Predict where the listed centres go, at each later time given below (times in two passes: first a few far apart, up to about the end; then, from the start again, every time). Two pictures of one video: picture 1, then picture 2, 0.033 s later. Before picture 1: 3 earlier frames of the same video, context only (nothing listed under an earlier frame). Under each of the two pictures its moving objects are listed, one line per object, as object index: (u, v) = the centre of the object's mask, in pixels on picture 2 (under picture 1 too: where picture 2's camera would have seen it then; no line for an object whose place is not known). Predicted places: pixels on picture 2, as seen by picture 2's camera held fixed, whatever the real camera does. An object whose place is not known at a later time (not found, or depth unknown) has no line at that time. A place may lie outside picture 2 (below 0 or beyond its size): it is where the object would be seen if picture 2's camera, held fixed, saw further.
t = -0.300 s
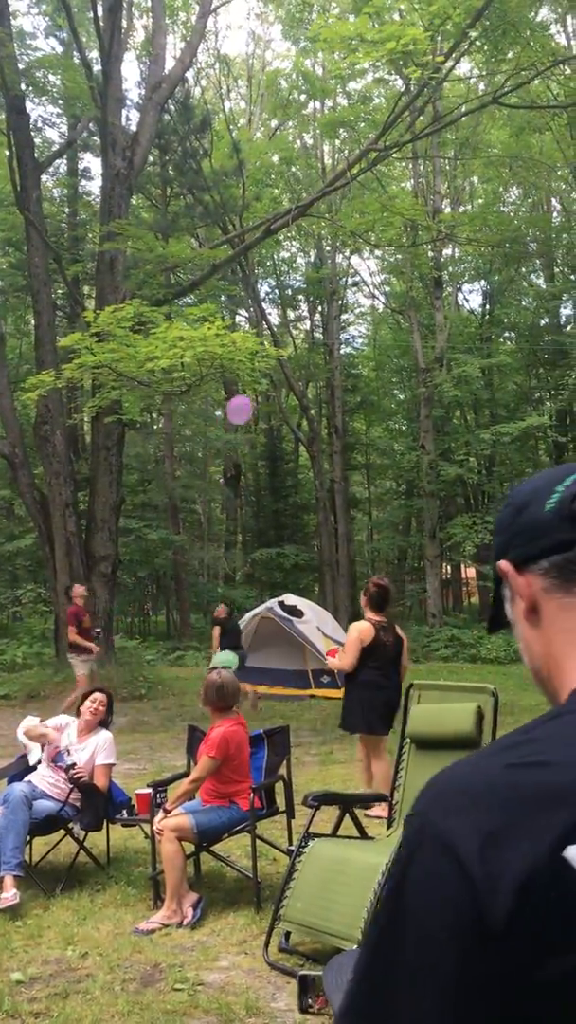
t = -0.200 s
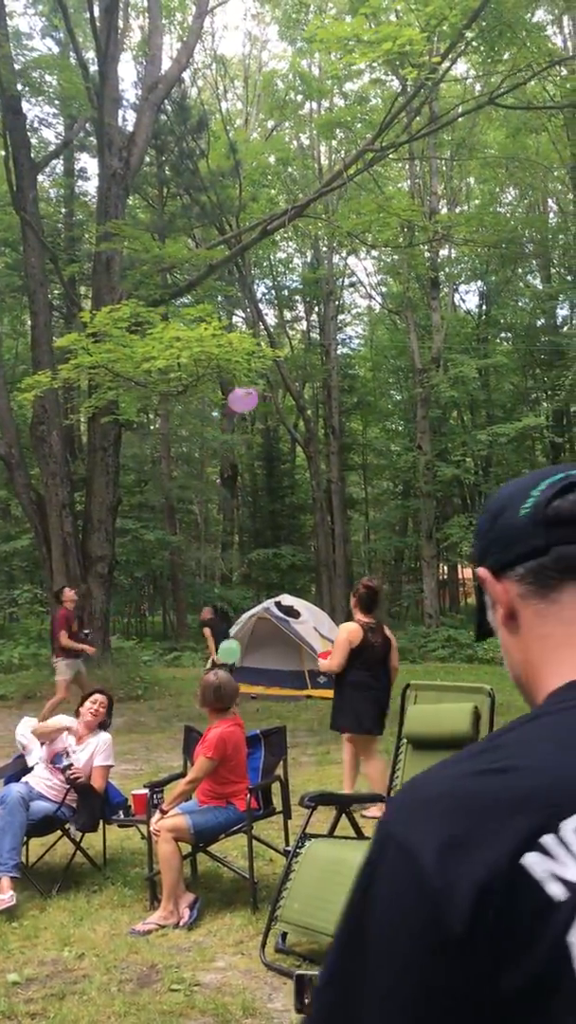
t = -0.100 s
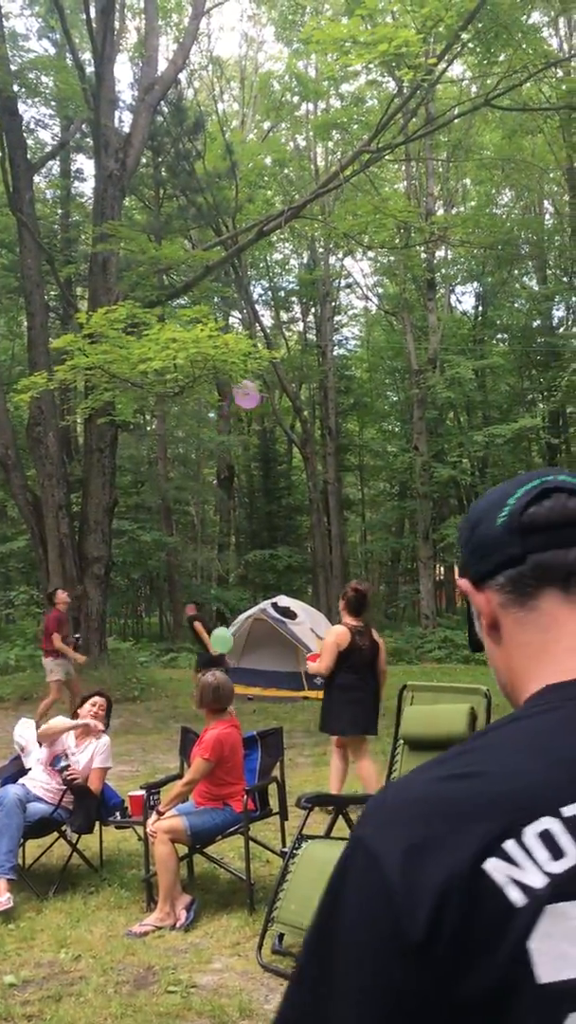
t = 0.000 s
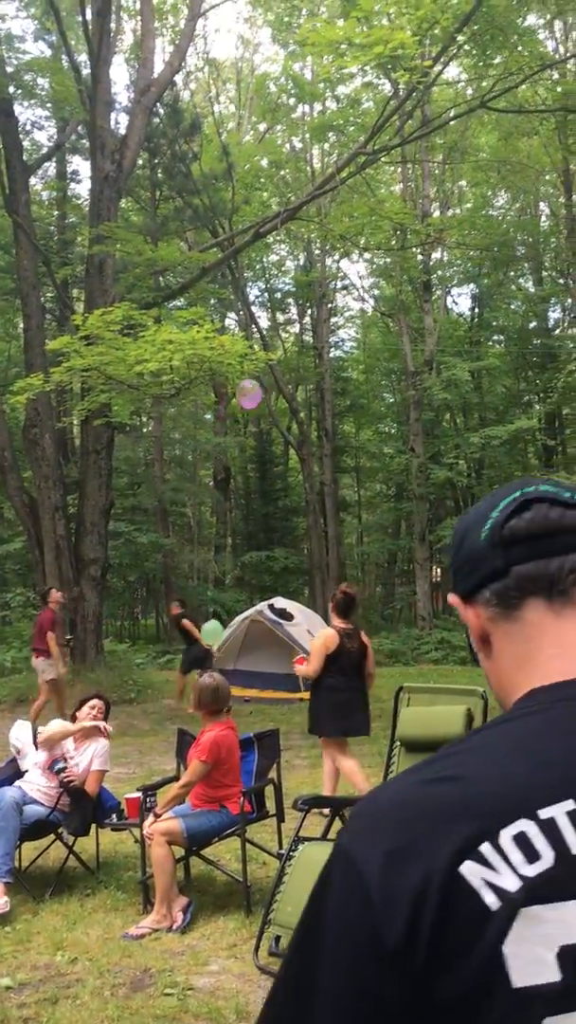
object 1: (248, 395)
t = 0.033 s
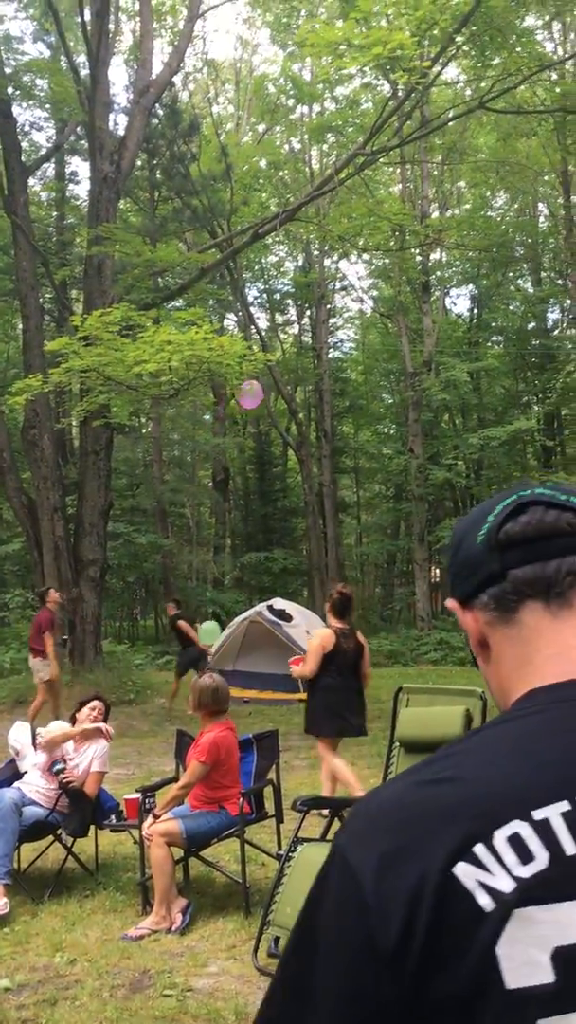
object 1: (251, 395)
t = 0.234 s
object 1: (259, 398)
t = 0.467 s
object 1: (266, 408)
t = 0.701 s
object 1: (269, 425)
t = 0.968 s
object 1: (272, 449)
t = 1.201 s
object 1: (272, 475)
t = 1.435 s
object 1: (269, 501)
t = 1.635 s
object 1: (265, 523)
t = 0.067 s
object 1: (252, 395)
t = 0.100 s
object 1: (253, 395)
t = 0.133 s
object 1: (255, 395)
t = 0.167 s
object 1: (256, 396)
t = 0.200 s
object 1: (257, 397)
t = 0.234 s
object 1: (259, 398)
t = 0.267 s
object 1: (260, 399)
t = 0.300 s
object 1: (260, 400)
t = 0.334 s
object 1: (262, 402)
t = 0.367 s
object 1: (263, 403)
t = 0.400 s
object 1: (264, 405)
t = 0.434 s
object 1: (265, 406)
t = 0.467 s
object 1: (266, 408)
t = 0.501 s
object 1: (267, 411)
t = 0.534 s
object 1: (267, 413)
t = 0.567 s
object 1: (267, 415)
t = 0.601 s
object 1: (268, 418)
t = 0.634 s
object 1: (268, 420)
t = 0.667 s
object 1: (269, 423)
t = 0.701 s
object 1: (269, 425)
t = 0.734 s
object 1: (270, 428)
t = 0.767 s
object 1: (270, 430)
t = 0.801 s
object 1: (270, 433)
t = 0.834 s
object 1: (271, 436)
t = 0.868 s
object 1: (271, 439)
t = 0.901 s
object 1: (271, 442)
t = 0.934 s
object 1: (272, 445)
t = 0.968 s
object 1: (272, 449)
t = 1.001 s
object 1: (273, 452)
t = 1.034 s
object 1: (273, 456)
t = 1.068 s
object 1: (273, 460)
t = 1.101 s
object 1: (273, 463)
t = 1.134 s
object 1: (273, 467)
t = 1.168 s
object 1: (272, 471)
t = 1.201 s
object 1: (272, 475)
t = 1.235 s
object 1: (272, 478)
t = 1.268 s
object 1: (271, 482)
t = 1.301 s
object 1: (271, 486)
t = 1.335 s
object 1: (271, 490)
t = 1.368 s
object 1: (270, 493)
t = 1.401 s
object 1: (269, 497)
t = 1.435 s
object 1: (269, 501)
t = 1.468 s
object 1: (268, 505)
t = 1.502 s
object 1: (268, 508)
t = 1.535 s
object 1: (267, 512)
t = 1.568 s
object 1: (266, 515)
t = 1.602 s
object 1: (265, 519)
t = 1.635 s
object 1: (265, 523)
